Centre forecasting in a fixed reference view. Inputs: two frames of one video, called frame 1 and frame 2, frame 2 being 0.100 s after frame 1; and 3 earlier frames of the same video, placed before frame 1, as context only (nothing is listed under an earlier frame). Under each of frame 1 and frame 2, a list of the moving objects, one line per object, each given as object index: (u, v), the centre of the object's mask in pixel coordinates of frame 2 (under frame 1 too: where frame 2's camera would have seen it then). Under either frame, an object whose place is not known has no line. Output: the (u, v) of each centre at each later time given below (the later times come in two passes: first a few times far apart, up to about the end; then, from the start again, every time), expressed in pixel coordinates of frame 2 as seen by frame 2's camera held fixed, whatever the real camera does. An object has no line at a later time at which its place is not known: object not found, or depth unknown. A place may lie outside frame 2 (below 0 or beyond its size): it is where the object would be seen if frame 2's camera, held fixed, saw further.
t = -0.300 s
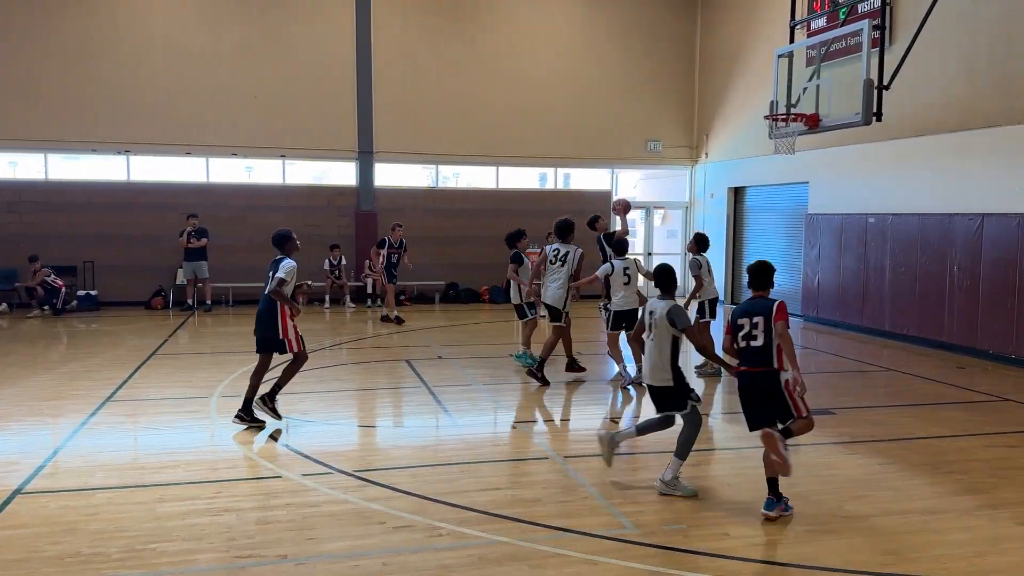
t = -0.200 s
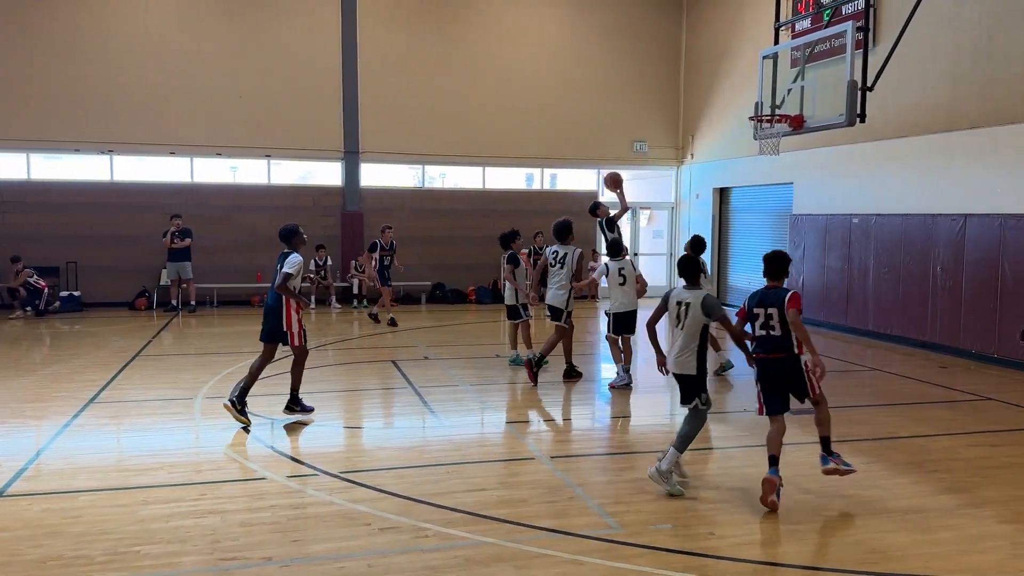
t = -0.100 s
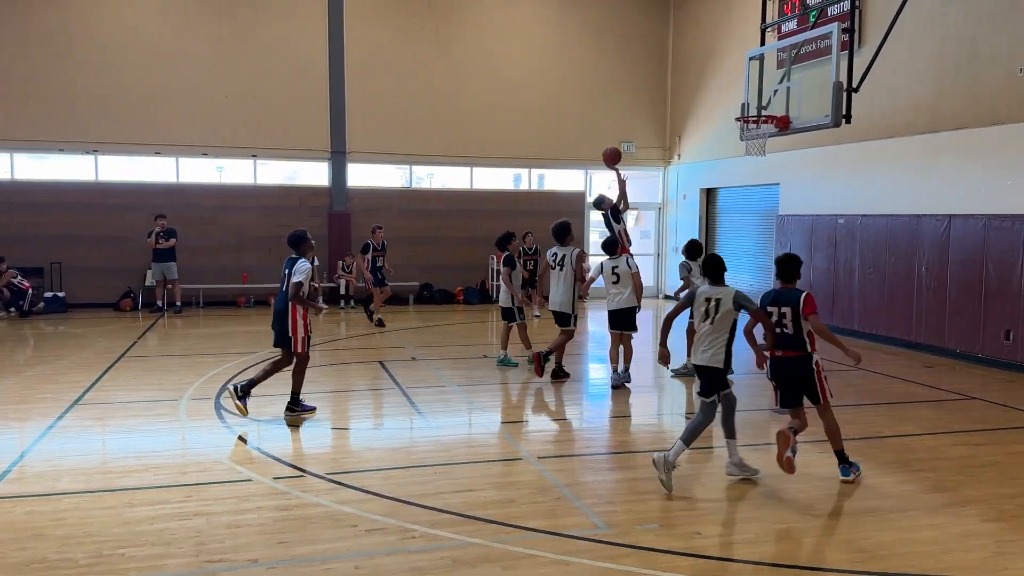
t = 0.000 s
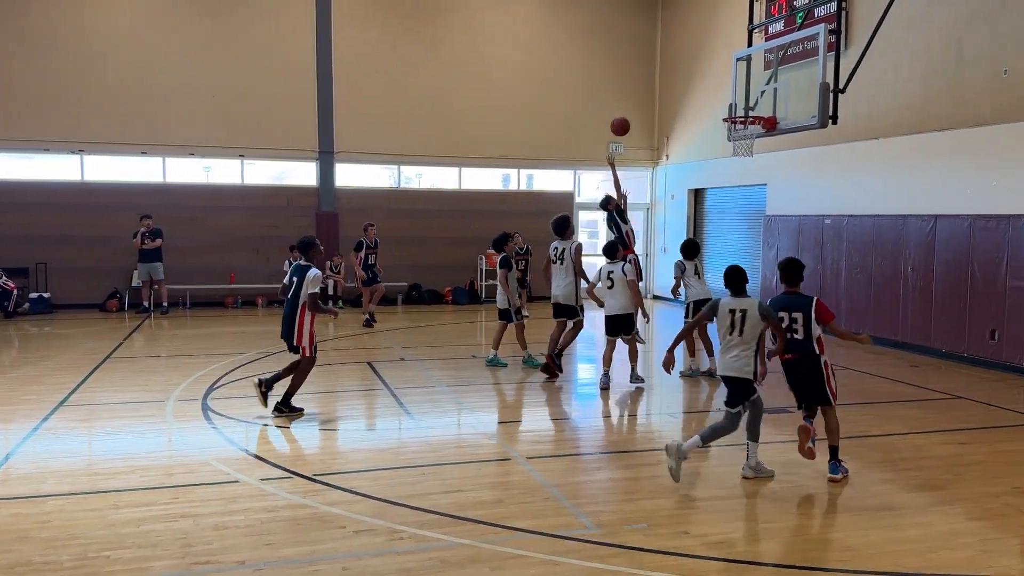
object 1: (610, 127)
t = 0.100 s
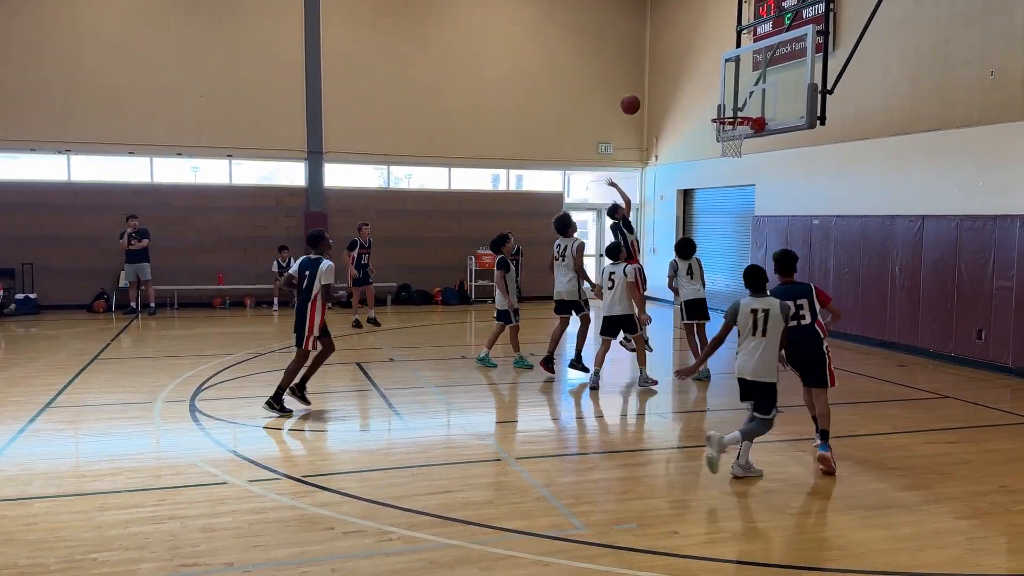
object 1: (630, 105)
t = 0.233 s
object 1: (657, 88)
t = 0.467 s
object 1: (702, 94)
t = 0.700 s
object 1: (743, 137)
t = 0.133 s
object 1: (637, 99)
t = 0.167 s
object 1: (643, 95)
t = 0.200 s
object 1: (650, 91)
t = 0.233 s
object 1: (657, 88)
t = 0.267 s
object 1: (663, 86)
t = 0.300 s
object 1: (670, 85)
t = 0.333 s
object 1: (676, 85)
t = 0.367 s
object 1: (683, 86)
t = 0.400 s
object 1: (689, 87)
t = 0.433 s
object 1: (695, 90)
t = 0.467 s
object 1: (702, 94)
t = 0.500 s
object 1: (708, 98)
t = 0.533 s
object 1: (715, 104)
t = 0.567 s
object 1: (721, 110)
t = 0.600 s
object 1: (727, 116)
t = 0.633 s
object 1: (733, 127)
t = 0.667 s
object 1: (739, 133)
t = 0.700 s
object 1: (743, 137)
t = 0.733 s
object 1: (744, 137)
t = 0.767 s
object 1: (742, 141)
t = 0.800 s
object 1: (743, 144)
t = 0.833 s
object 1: (743, 145)
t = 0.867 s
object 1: (743, 148)
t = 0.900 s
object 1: (742, 153)
